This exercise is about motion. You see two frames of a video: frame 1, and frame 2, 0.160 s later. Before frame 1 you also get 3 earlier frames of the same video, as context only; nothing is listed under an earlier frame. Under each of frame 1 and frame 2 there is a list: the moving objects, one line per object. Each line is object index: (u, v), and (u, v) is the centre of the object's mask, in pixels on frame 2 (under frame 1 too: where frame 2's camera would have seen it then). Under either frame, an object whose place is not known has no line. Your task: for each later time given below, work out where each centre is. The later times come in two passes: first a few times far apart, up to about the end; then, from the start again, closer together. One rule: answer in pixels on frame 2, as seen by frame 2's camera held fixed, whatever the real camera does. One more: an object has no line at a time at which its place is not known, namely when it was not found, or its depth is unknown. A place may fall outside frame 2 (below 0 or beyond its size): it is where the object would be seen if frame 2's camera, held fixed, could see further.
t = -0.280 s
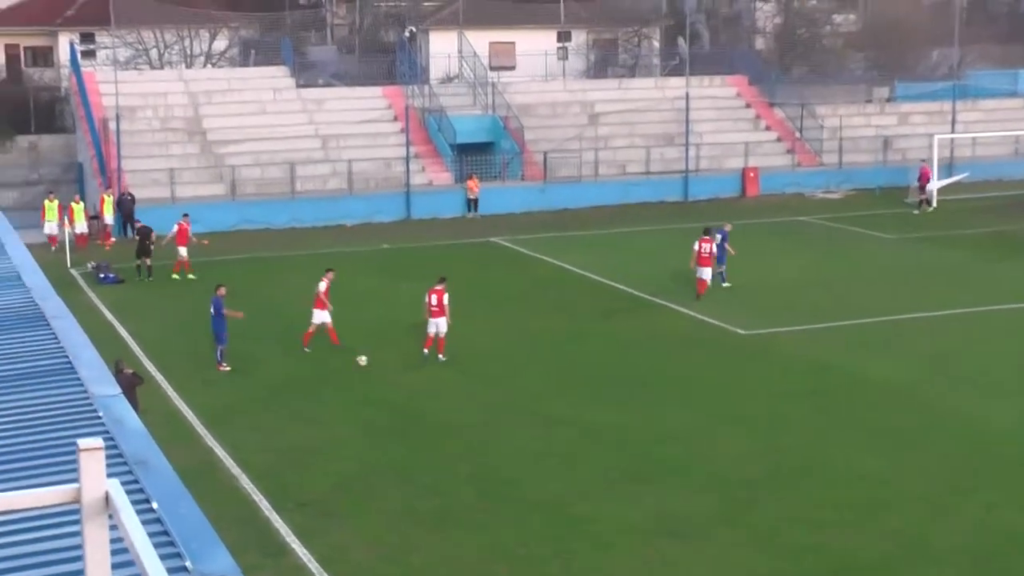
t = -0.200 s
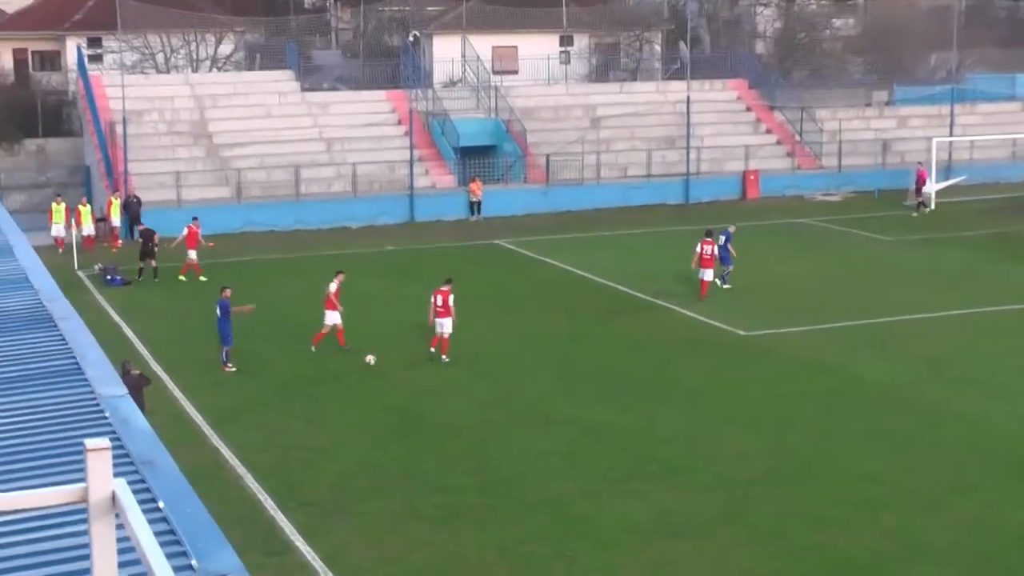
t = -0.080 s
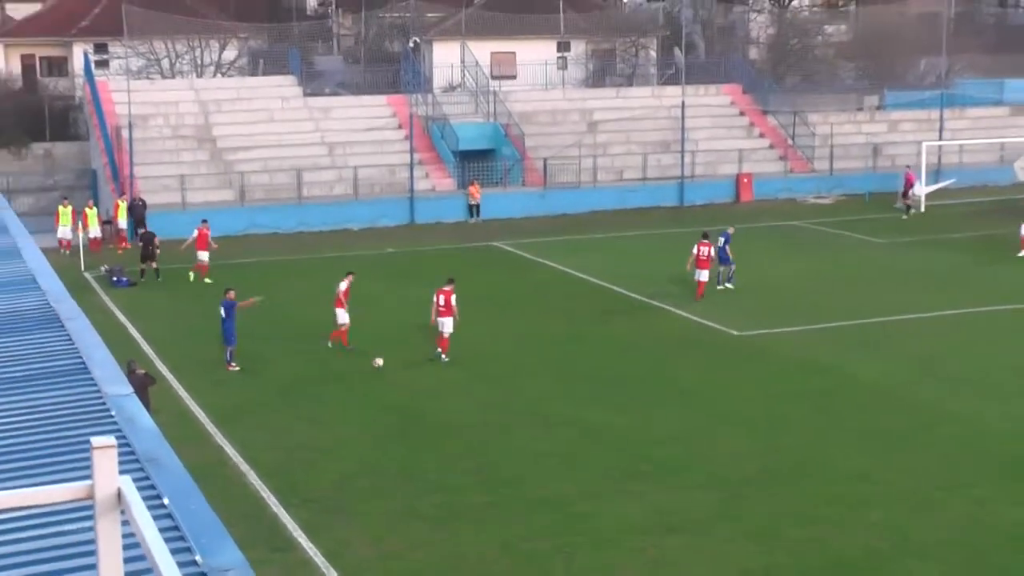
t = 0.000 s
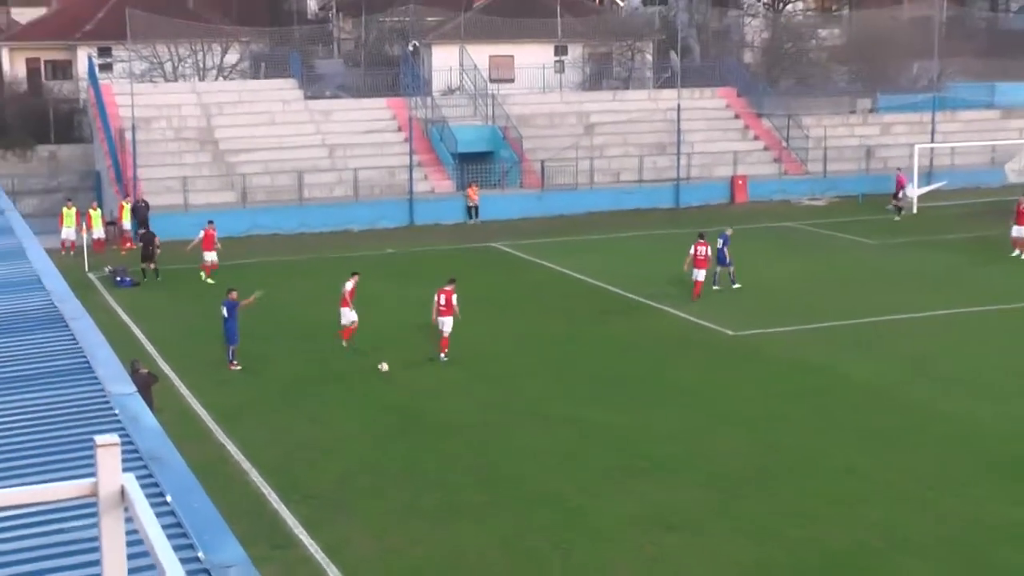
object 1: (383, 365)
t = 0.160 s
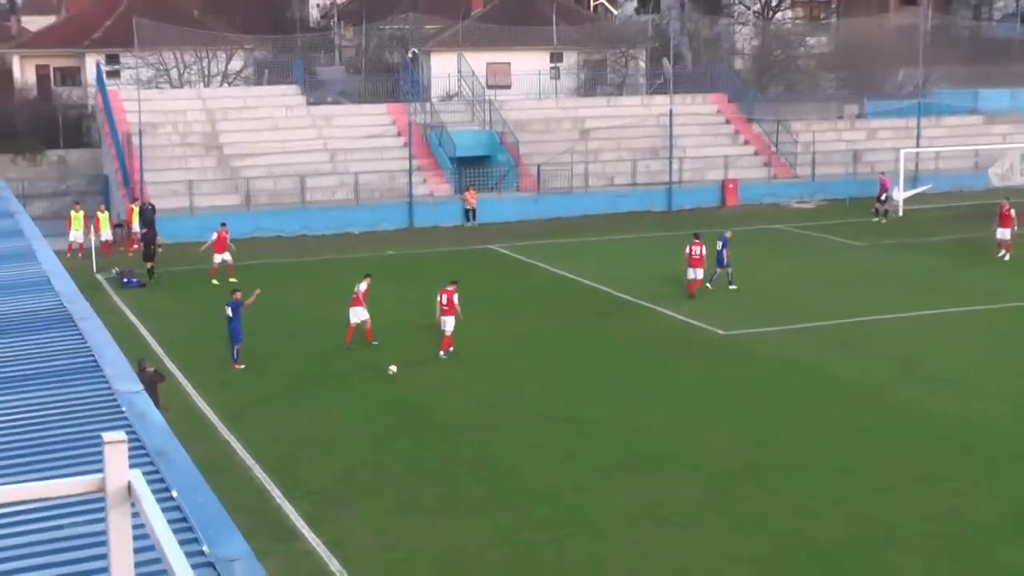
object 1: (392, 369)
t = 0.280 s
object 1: (399, 375)
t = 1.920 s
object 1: (481, 407)
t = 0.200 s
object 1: (395, 370)
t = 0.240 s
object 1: (397, 372)
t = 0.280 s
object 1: (399, 375)
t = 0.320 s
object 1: (401, 376)
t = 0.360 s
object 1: (403, 376)
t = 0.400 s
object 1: (406, 376)
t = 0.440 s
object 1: (408, 378)
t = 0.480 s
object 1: (411, 379)
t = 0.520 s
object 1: (412, 379)
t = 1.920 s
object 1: (481, 407)
